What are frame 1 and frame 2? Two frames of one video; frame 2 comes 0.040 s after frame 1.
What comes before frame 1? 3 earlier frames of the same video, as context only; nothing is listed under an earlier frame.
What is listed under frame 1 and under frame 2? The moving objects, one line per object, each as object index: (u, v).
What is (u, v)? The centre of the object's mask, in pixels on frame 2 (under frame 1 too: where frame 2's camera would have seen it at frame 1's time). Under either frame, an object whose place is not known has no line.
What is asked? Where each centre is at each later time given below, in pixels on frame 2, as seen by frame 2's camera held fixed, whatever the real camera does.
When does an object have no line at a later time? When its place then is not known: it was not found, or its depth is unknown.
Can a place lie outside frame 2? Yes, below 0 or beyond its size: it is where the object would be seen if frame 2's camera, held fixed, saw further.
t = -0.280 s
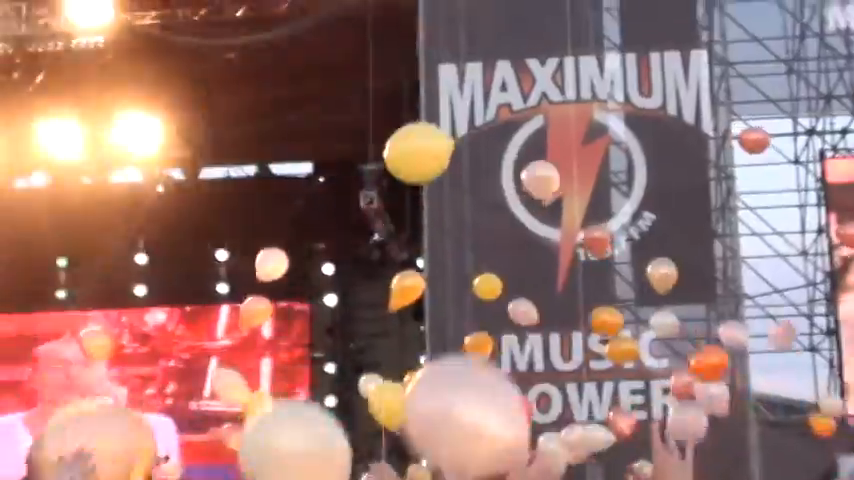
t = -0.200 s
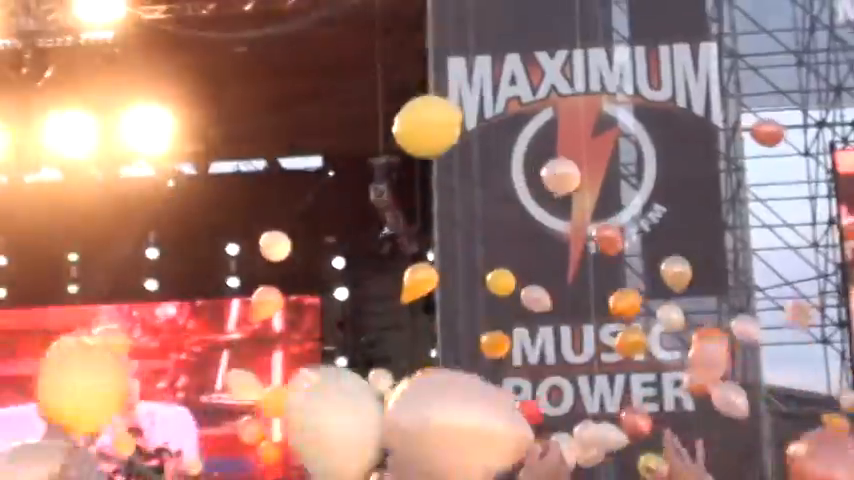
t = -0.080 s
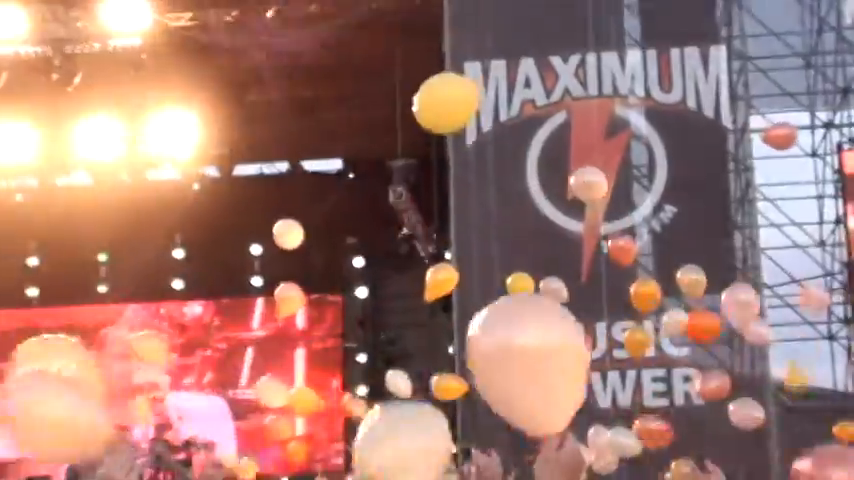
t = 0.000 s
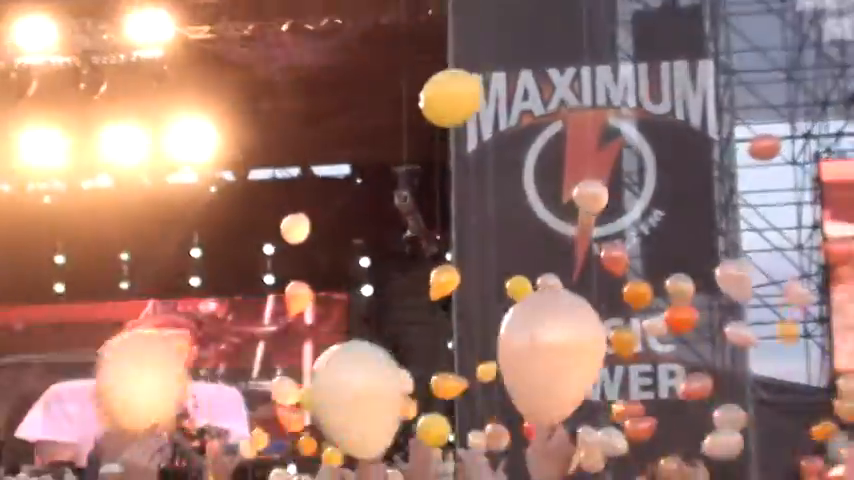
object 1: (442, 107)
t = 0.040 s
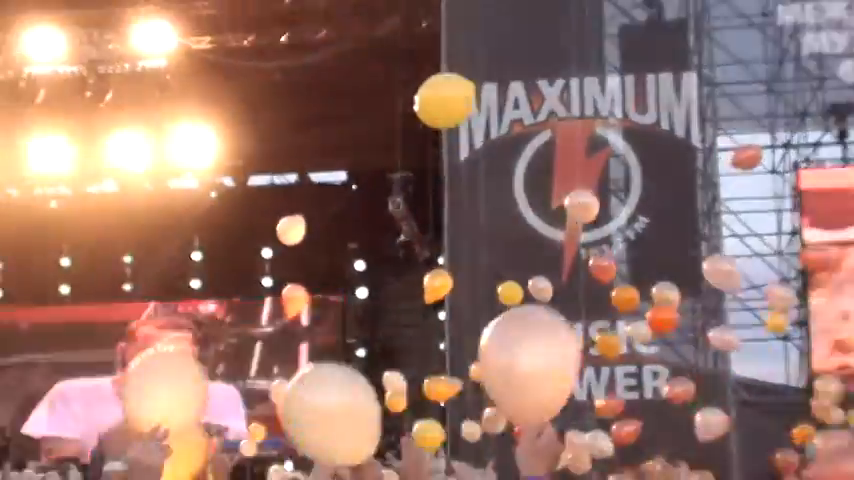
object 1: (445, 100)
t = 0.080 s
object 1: (447, 91)
